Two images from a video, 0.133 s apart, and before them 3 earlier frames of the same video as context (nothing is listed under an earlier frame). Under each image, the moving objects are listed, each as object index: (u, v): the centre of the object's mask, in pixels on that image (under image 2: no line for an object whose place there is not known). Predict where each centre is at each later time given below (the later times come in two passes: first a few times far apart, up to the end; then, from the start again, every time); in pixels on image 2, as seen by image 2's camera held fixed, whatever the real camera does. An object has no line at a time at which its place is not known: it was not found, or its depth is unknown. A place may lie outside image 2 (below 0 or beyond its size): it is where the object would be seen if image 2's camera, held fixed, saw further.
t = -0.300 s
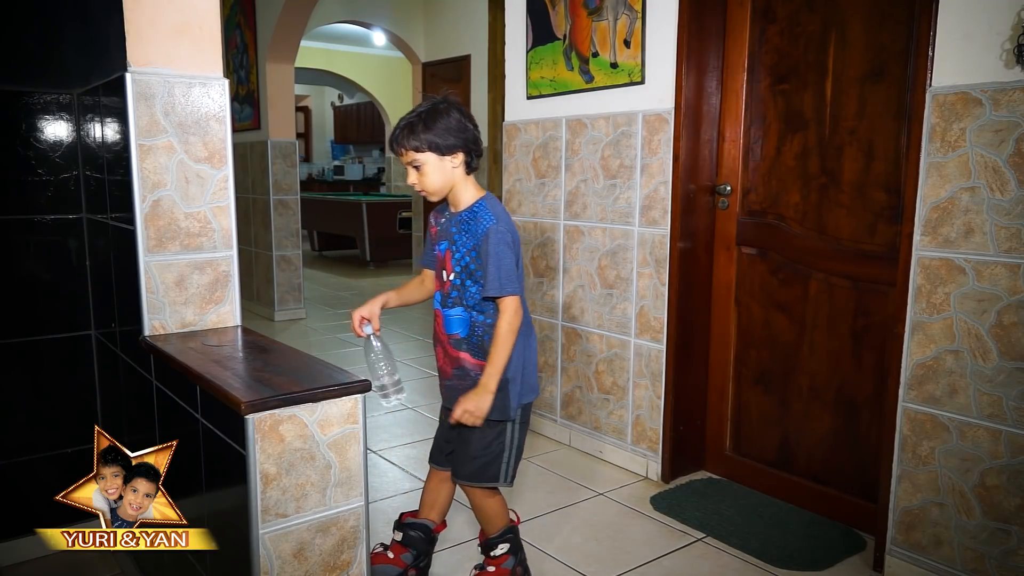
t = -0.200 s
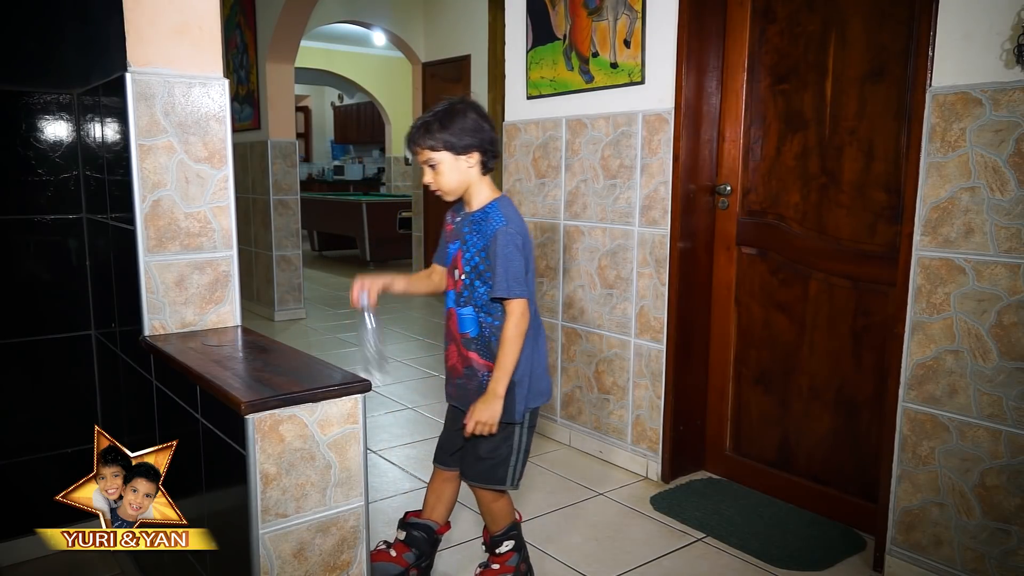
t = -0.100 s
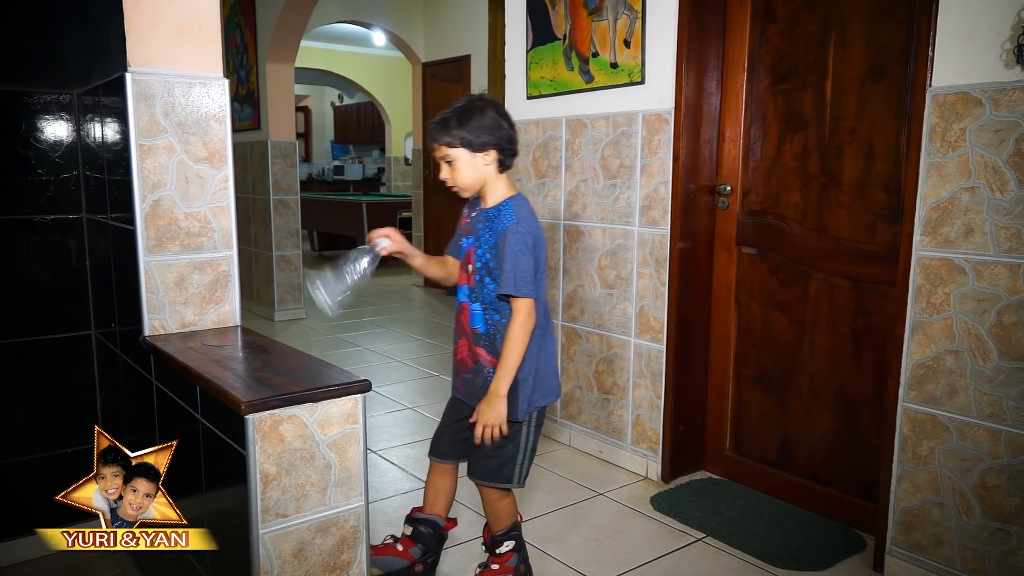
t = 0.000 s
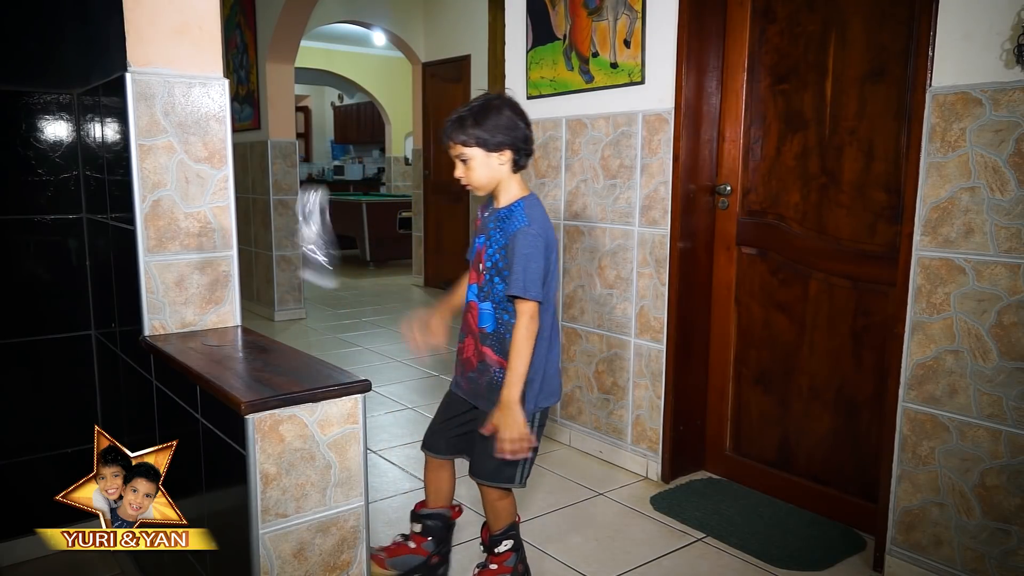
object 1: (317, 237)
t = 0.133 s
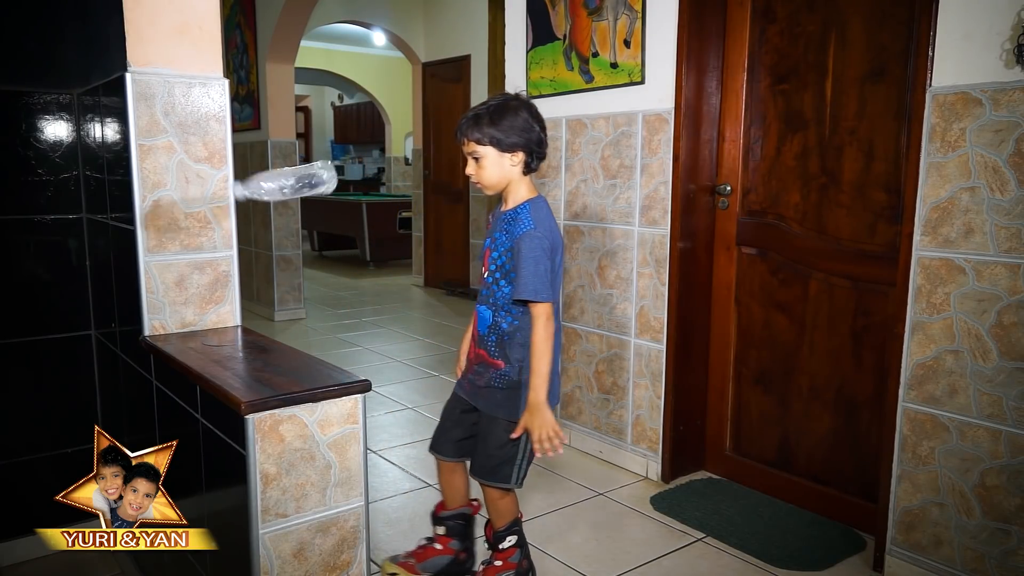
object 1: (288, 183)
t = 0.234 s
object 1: (279, 210)
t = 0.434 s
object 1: (258, 310)
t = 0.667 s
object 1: (261, 311)
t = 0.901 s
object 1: (273, 310)
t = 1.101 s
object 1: (272, 310)
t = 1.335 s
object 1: (272, 310)
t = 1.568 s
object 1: (272, 310)
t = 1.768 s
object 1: (272, 310)
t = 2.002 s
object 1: (272, 310)
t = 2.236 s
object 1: (272, 310)
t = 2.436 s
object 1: (272, 310)
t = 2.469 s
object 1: (272, 310)
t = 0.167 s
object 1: (287, 185)
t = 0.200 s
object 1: (283, 195)
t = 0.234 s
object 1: (279, 210)
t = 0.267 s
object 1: (275, 231)
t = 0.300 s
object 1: (271, 258)
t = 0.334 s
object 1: (266, 291)
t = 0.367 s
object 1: (262, 309)
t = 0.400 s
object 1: (259, 310)
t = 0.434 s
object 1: (258, 310)
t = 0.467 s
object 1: (258, 310)
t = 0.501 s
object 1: (257, 311)
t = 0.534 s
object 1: (257, 311)
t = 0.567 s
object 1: (257, 311)
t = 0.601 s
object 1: (258, 311)
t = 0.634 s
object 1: (259, 311)
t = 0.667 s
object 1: (261, 311)
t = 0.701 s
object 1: (264, 310)
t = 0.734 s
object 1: (268, 310)
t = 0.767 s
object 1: (270, 311)
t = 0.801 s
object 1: (270, 310)
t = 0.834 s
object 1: (271, 310)
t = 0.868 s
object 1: (273, 310)
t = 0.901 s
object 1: (273, 310)
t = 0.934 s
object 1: (272, 310)
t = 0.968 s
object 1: (273, 310)
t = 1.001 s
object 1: (272, 310)
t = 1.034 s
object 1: (272, 310)
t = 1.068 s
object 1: (272, 310)
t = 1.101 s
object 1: (272, 310)
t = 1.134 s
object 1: (272, 310)
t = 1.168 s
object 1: (272, 310)
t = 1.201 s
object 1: (272, 311)
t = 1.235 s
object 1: (272, 310)
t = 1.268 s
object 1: (272, 310)
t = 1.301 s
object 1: (272, 310)
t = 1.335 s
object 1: (272, 310)
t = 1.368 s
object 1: (272, 310)
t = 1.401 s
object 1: (272, 310)
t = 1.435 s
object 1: (272, 310)
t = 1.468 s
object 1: (272, 310)
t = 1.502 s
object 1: (272, 310)
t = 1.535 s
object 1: (272, 310)
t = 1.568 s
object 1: (272, 310)
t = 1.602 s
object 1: (272, 310)
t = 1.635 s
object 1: (272, 310)
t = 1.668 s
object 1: (272, 310)
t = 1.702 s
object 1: (272, 310)
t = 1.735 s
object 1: (272, 310)
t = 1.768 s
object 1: (272, 310)
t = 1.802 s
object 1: (272, 310)
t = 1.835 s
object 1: (272, 310)
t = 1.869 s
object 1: (272, 310)
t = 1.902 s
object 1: (272, 310)
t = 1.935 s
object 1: (272, 310)
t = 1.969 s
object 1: (272, 310)
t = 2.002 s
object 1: (272, 310)
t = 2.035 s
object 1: (272, 310)
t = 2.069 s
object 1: (272, 310)
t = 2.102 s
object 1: (272, 310)
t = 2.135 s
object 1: (272, 310)
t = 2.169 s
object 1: (272, 310)
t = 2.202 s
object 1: (272, 310)
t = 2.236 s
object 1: (272, 310)
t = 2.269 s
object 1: (272, 310)
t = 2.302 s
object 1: (272, 310)
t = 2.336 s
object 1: (272, 310)
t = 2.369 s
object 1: (272, 310)
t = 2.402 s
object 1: (272, 310)
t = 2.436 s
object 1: (272, 310)
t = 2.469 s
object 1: (272, 310)
